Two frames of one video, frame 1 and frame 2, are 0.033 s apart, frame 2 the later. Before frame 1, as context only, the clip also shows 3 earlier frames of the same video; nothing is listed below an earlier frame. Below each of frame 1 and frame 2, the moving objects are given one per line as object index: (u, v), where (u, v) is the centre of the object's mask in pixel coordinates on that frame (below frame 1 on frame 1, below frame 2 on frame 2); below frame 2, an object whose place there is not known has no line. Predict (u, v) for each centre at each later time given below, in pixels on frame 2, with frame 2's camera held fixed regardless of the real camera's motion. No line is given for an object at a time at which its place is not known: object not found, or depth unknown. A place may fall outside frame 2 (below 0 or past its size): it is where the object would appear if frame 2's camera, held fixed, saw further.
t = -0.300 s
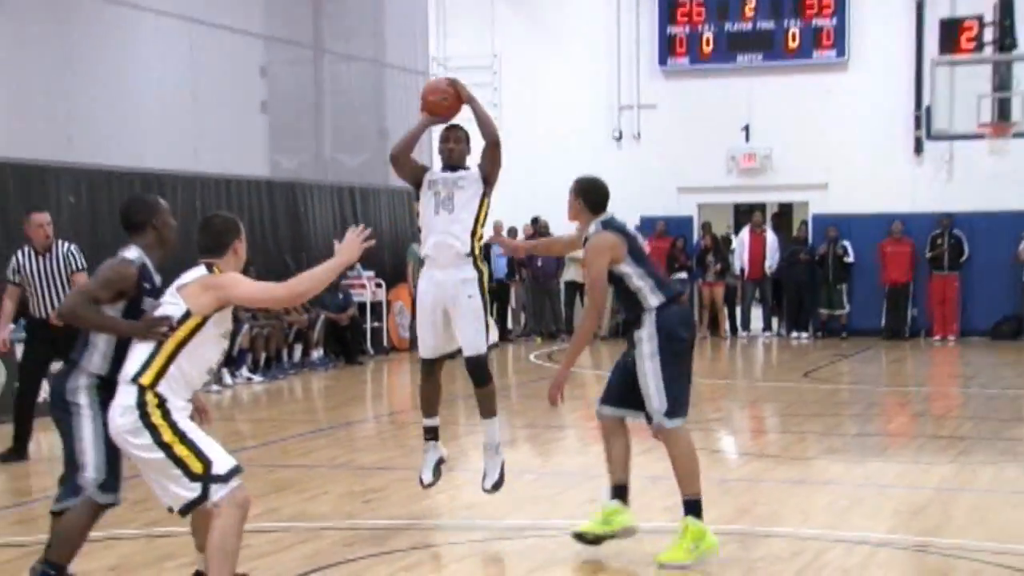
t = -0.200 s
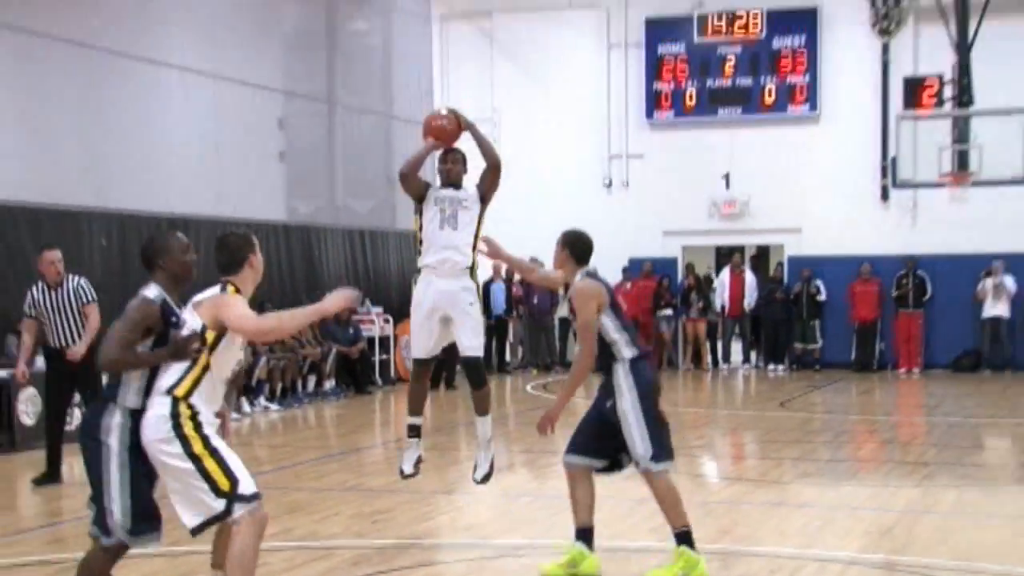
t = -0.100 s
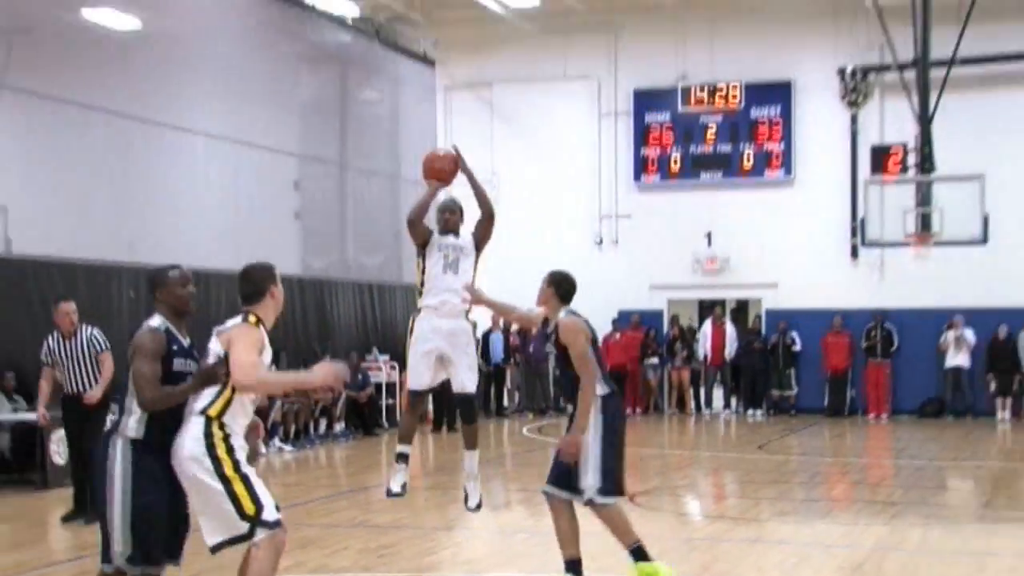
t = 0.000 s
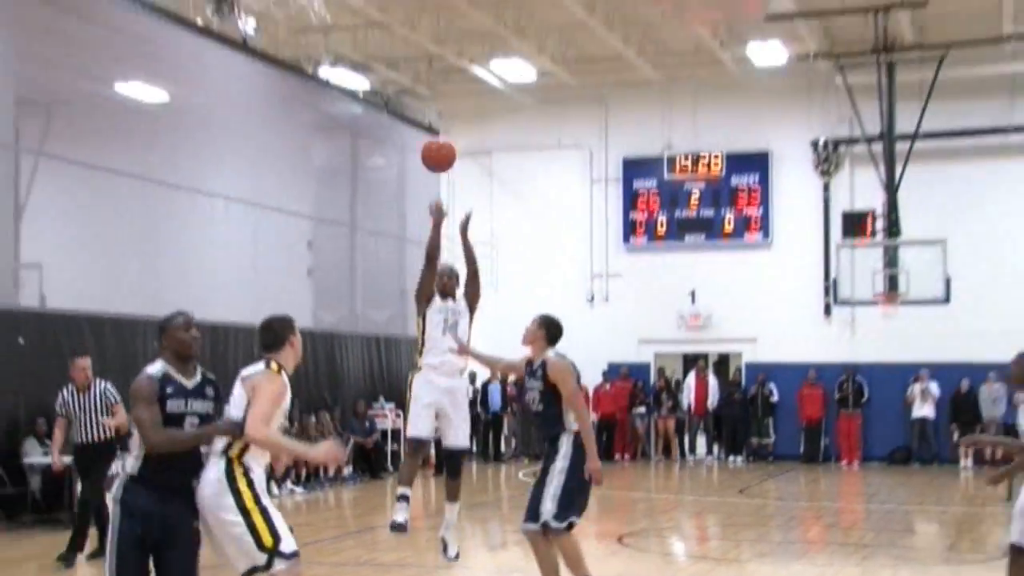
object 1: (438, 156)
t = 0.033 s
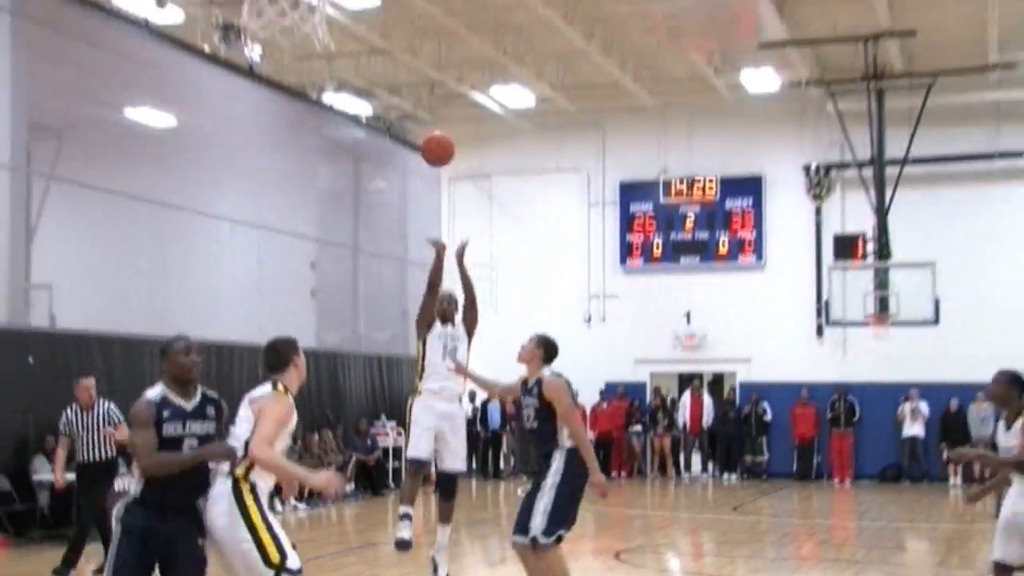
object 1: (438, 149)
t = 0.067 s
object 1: (435, 117)
